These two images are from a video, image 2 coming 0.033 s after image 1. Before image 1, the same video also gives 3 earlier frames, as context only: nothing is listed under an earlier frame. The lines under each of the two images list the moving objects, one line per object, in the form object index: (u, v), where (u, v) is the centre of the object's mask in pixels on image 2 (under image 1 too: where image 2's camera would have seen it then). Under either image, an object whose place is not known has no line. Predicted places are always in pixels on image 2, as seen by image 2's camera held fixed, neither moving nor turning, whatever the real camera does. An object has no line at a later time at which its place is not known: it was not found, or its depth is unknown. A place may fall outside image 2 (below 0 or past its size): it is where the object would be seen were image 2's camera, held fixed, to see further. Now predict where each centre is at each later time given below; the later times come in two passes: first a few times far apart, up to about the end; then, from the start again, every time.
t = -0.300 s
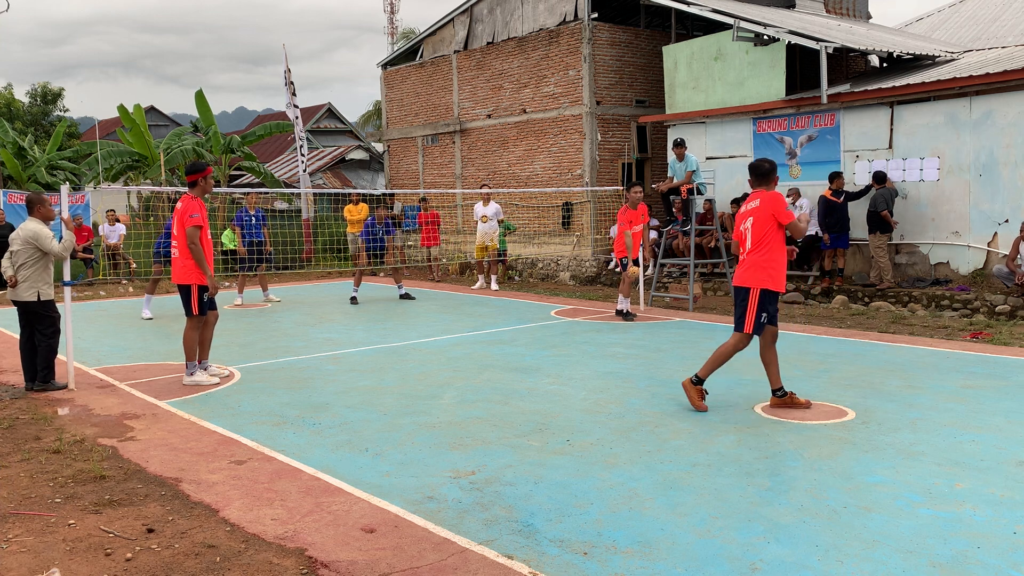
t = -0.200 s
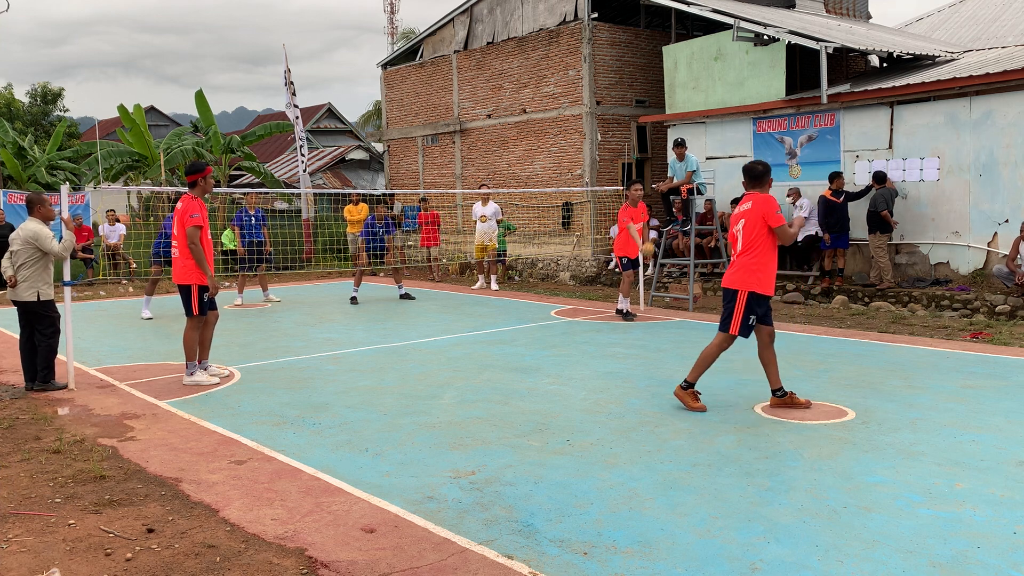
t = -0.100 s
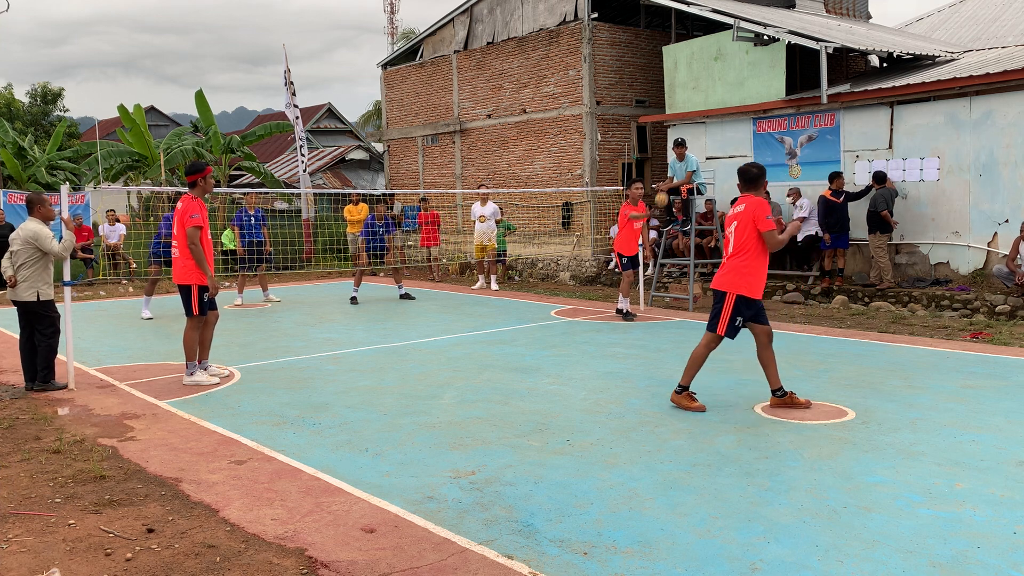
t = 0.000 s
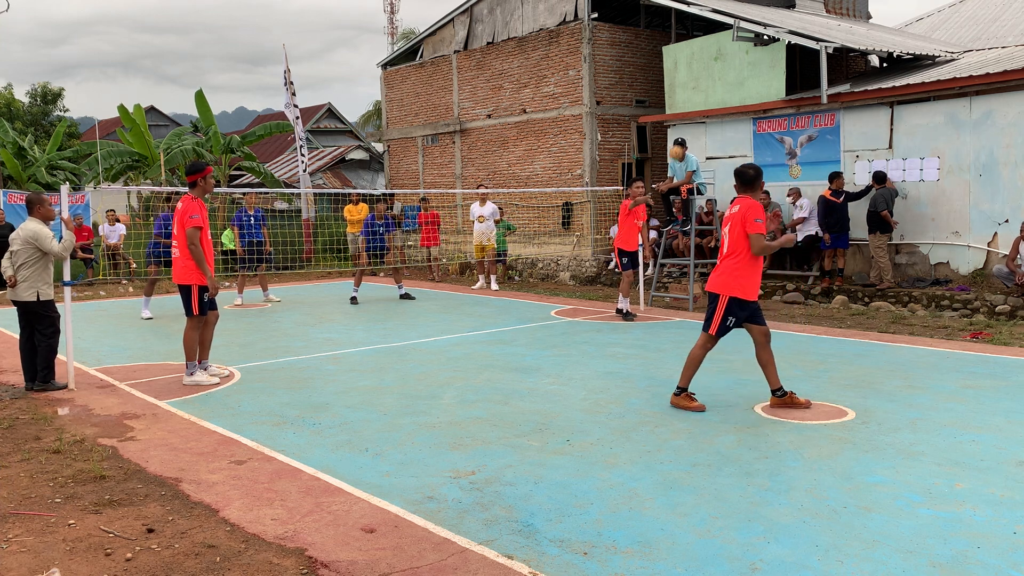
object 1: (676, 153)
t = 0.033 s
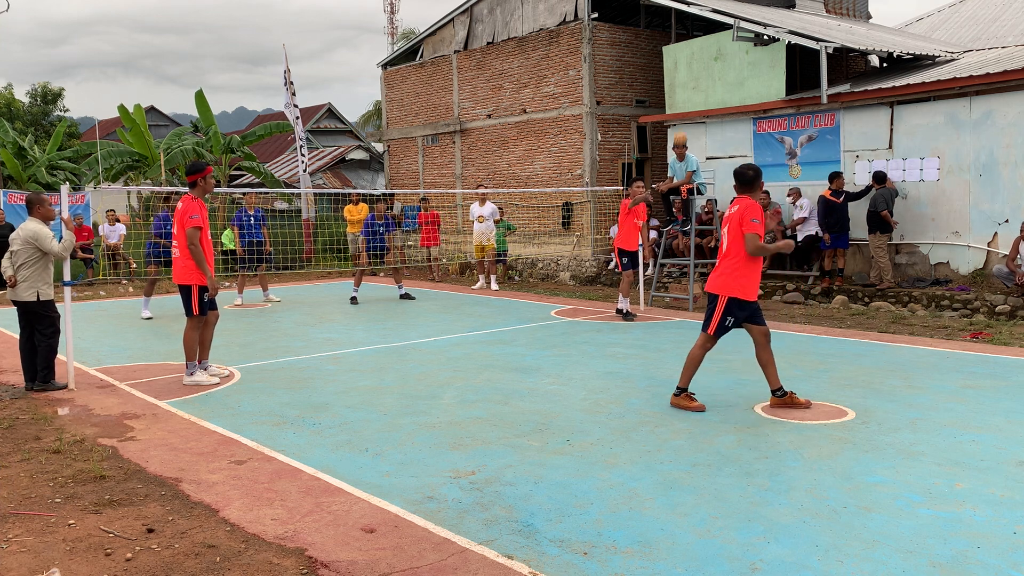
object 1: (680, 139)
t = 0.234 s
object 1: (712, 73)
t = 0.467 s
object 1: (756, 45)
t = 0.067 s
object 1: (685, 125)
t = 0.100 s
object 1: (691, 113)
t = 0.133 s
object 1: (696, 102)
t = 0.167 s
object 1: (701, 92)
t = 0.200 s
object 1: (707, 82)
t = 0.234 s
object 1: (712, 73)
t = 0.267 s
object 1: (718, 66)
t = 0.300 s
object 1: (724, 60)
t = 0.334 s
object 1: (730, 54)
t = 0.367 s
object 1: (737, 48)
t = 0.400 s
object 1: (743, 46)
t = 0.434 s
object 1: (749, 45)
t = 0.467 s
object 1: (756, 45)
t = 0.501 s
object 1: (762, 46)
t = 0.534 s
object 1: (769, 49)
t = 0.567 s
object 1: (776, 53)
